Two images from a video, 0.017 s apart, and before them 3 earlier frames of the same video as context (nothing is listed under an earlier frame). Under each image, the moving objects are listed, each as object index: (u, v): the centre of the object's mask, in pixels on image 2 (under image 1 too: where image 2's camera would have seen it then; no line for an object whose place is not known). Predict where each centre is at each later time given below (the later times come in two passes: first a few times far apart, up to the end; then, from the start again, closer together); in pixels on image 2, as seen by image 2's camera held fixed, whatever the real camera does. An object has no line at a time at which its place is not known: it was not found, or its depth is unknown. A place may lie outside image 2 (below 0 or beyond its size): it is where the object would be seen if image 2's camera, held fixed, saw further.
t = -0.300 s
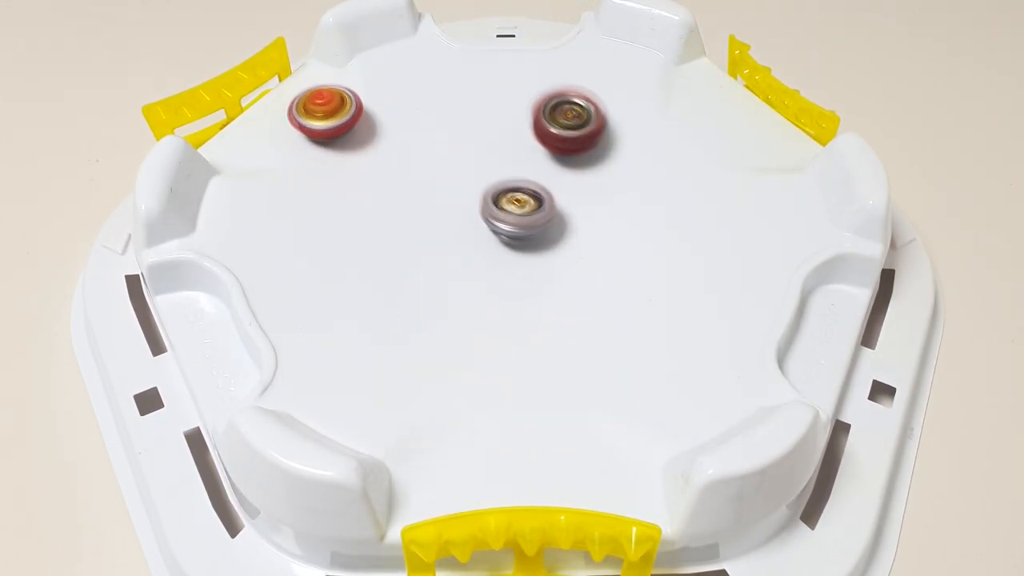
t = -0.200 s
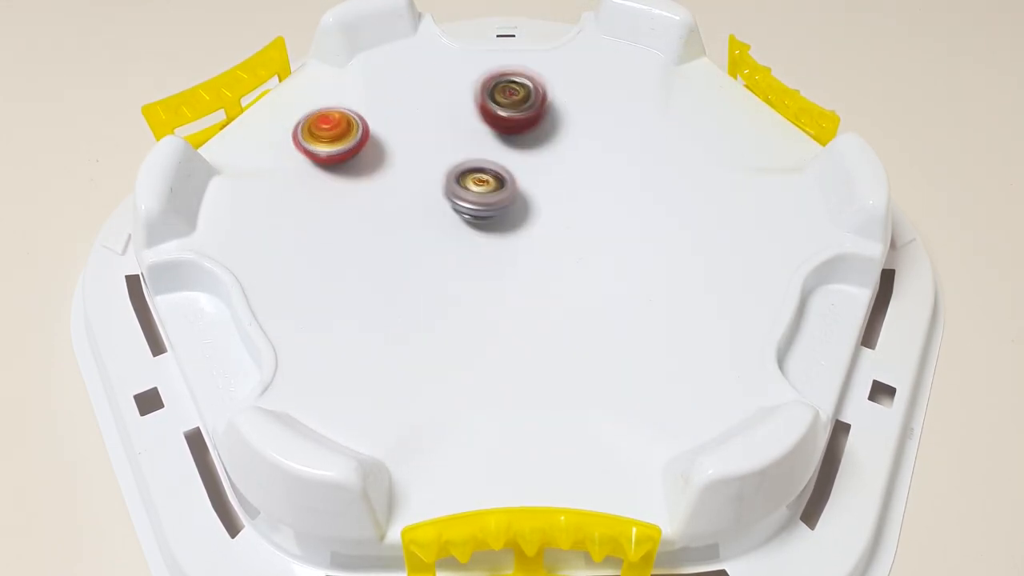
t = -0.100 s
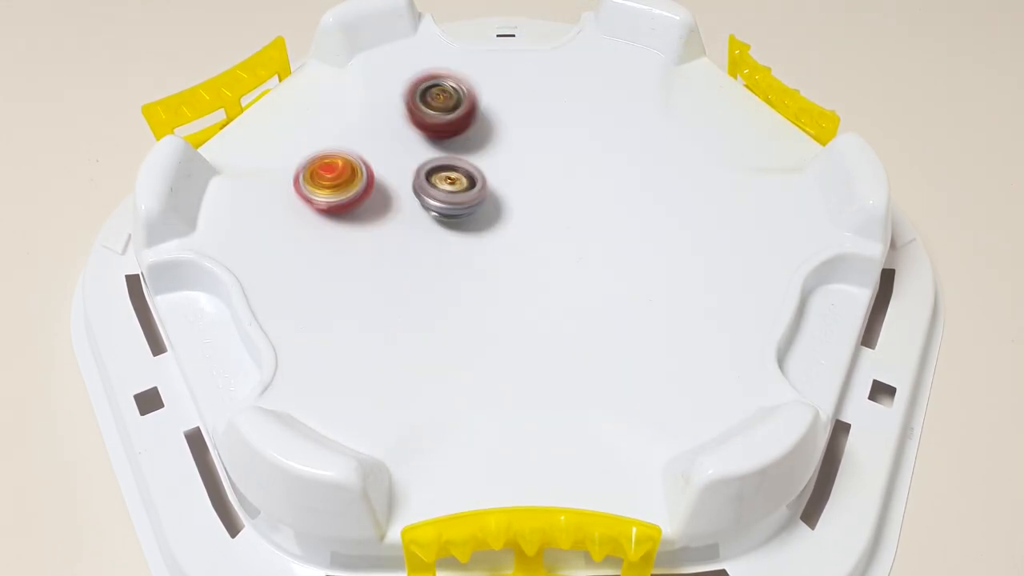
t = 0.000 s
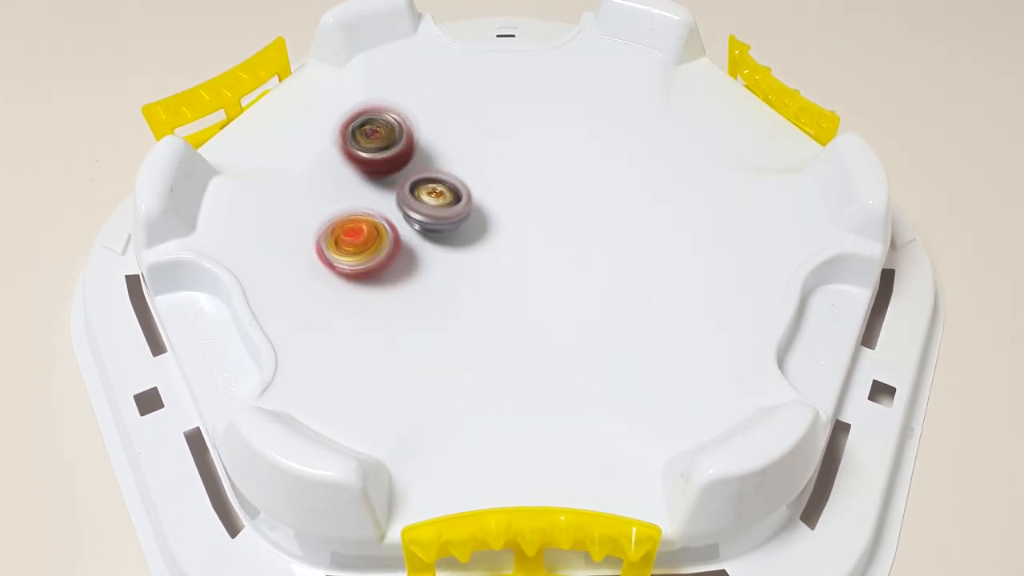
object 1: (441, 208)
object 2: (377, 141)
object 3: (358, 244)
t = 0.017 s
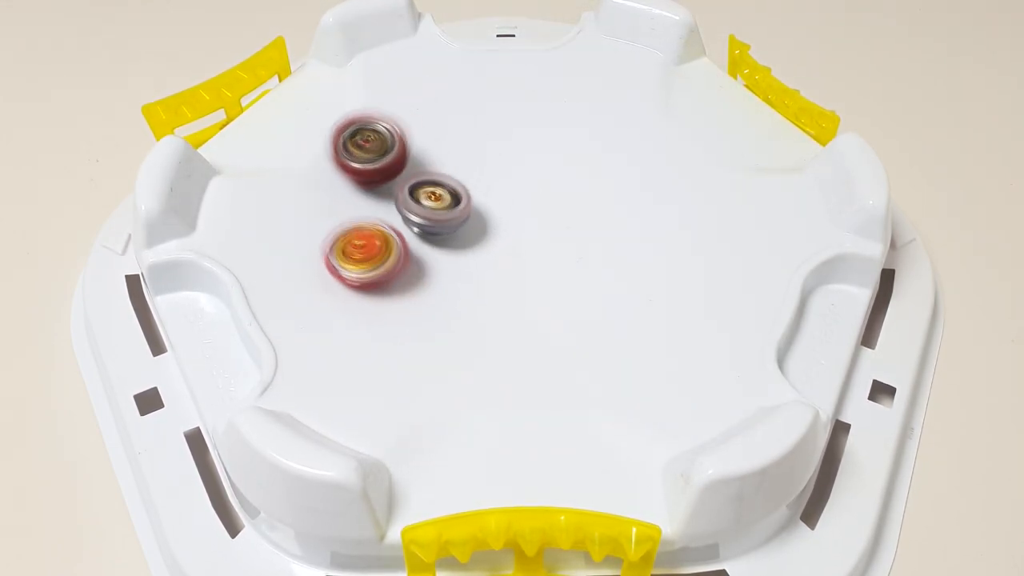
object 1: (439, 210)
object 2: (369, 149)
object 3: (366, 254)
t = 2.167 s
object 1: (500, 218)
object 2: (578, 270)
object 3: (614, 427)
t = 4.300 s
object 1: (639, 268)
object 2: (478, 256)
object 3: (564, 235)
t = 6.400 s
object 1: (617, 260)
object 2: (529, 279)
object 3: (458, 245)
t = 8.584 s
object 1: (558, 167)
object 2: (468, 368)
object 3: (530, 222)
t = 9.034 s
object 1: (571, 274)
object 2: (501, 403)
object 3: (495, 247)
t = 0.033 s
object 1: (440, 213)
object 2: (362, 158)
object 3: (375, 266)
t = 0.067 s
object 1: (442, 220)
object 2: (353, 182)
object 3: (397, 285)
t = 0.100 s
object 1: (446, 226)
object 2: (351, 205)
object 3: (425, 305)
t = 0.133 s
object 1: (451, 232)
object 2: (356, 233)
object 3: (455, 320)
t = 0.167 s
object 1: (456, 237)
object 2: (370, 260)
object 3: (489, 331)
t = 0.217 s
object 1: (467, 243)
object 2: (410, 300)
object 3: (540, 339)
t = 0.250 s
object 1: (474, 247)
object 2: (445, 322)
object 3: (574, 337)
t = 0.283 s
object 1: (479, 251)
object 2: (488, 338)
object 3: (605, 333)
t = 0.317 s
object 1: (485, 253)
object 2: (540, 349)
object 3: (633, 324)
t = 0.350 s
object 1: (490, 254)
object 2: (590, 352)
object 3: (659, 313)
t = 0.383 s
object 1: (495, 254)
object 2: (640, 345)
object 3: (685, 298)
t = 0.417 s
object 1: (498, 253)
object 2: (689, 332)
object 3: (703, 280)
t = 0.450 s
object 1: (502, 252)
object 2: (732, 320)
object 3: (715, 264)
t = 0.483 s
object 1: (503, 250)
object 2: (765, 297)
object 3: (724, 248)
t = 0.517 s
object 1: (505, 246)
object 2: (786, 274)
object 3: (733, 236)
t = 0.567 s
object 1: (510, 239)
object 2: (808, 243)
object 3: (738, 206)
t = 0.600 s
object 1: (512, 234)
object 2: (814, 224)
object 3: (736, 190)
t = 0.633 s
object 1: (514, 230)
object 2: (814, 207)
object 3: (731, 173)
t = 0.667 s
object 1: (514, 226)
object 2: (805, 186)
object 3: (722, 156)
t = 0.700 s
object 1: (516, 223)
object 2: (790, 166)
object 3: (712, 143)
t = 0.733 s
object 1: (516, 220)
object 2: (768, 143)
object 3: (699, 131)
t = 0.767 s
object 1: (516, 218)
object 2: (751, 129)
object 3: (684, 120)
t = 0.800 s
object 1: (517, 214)
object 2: (741, 120)
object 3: (666, 105)
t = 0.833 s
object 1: (517, 212)
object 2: (735, 112)
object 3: (647, 94)
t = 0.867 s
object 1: (517, 209)
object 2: (729, 105)
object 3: (629, 85)
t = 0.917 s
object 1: (516, 208)
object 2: (724, 100)
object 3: (607, 78)
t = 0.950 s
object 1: (514, 208)
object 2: (721, 99)
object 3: (592, 75)
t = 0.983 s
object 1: (513, 208)
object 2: (719, 99)
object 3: (577, 74)
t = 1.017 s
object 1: (511, 208)
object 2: (718, 101)
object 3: (562, 75)
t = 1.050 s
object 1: (509, 208)
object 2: (716, 105)
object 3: (547, 77)
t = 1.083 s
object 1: (507, 208)
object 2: (713, 107)
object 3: (531, 81)
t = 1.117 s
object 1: (506, 209)
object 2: (711, 109)
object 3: (515, 86)
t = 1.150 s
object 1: (505, 209)
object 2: (707, 115)
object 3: (499, 92)
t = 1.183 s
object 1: (504, 209)
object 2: (703, 118)
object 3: (483, 101)
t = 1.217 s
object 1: (504, 209)
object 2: (697, 123)
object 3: (466, 112)
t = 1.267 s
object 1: (505, 208)
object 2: (677, 134)
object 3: (442, 132)
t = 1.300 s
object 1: (506, 208)
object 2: (658, 140)
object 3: (428, 147)
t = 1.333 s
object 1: (509, 207)
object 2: (636, 146)
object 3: (415, 164)
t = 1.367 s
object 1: (512, 207)
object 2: (611, 152)
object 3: (404, 182)
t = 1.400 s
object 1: (515, 207)
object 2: (582, 158)
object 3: (397, 203)
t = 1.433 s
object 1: (495, 212)
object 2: (571, 160)
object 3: (394, 223)
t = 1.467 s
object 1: (467, 216)
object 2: (569, 162)
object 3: (395, 245)
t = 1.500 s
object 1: (462, 214)
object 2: (566, 167)
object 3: (373, 275)
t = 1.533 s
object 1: (465, 210)
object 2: (562, 172)
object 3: (350, 307)
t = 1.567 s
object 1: (470, 209)
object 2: (561, 178)
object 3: (336, 340)
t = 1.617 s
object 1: (477, 211)
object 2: (559, 189)
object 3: (331, 389)
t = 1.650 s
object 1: (479, 211)
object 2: (557, 198)
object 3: (355, 398)
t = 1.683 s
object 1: (478, 211)
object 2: (562, 206)
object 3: (389, 410)
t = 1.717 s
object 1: (477, 212)
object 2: (568, 215)
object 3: (426, 434)
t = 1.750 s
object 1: (479, 215)
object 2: (571, 223)
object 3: (456, 453)
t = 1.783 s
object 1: (481, 217)
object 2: (574, 227)
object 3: (478, 459)
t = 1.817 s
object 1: (483, 220)
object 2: (576, 233)
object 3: (499, 464)
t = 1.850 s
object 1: (486, 221)
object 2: (576, 237)
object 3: (517, 465)
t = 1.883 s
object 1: (488, 223)
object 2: (577, 240)
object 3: (534, 464)
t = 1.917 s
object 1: (490, 223)
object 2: (577, 244)
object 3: (551, 463)
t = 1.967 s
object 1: (493, 225)
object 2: (577, 247)
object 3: (576, 462)
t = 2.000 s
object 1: (495, 226)
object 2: (576, 248)
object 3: (592, 461)
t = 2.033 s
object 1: (496, 227)
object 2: (575, 249)
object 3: (607, 460)
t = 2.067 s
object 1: (498, 228)
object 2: (573, 251)
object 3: (621, 456)
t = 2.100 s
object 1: (499, 228)
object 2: (571, 253)
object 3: (621, 448)
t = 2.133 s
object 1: (500, 226)
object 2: (571, 259)
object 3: (618, 439)
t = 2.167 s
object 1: (500, 218)
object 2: (578, 270)
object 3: (614, 427)
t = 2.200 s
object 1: (499, 211)
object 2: (584, 280)
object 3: (606, 414)
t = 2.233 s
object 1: (499, 206)
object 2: (590, 285)
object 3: (595, 400)
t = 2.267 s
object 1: (499, 204)
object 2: (596, 290)
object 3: (586, 387)
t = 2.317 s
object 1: (500, 202)
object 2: (602, 294)
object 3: (579, 367)
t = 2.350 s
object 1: (500, 202)
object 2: (609, 289)
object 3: (574, 359)
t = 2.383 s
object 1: (501, 201)
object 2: (616, 280)
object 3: (567, 355)
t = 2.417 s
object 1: (502, 201)
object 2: (621, 271)
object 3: (565, 348)
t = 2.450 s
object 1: (503, 200)
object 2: (620, 262)
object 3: (565, 338)
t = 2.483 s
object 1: (504, 200)
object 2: (616, 256)
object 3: (567, 328)
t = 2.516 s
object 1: (505, 200)
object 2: (609, 248)
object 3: (568, 316)
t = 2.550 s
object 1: (506, 200)
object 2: (598, 239)
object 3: (568, 305)
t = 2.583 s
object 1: (506, 199)
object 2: (584, 230)
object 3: (566, 293)
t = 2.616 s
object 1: (504, 198)
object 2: (574, 219)
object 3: (559, 283)
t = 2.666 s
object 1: (491, 189)
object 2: (573, 207)
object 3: (548, 267)
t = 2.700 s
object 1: (484, 184)
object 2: (572, 196)
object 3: (538, 257)
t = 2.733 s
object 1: (478, 181)
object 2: (568, 184)
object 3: (527, 246)
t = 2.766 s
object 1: (473, 178)
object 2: (561, 176)
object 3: (515, 235)
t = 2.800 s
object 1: (470, 172)
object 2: (549, 171)
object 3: (506, 228)
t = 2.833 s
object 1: (463, 163)
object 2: (537, 165)
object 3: (503, 228)
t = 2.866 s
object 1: (452, 151)
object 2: (529, 165)
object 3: (502, 227)
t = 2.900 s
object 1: (441, 140)
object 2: (531, 171)
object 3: (498, 226)
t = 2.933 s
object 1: (432, 133)
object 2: (540, 173)
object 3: (487, 226)
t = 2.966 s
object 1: (428, 128)
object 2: (548, 173)
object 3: (475, 225)
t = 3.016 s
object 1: (426, 129)
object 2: (559, 176)
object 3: (464, 222)
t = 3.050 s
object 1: (427, 131)
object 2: (566, 176)
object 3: (458, 217)
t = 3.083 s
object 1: (429, 134)
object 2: (573, 177)
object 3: (452, 211)
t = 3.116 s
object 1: (432, 137)
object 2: (578, 178)
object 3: (447, 206)
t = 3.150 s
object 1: (434, 139)
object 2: (583, 180)
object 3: (442, 201)
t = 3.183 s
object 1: (440, 141)
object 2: (587, 182)
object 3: (438, 198)
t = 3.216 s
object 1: (447, 138)
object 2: (589, 185)
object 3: (436, 201)
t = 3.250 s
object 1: (456, 135)
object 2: (591, 188)
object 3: (435, 203)
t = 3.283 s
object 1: (464, 135)
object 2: (591, 191)
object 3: (436, 205)
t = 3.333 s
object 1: (475, 137)
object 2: (592, 196)
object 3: (439, 205)
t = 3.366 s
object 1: (483, 141)
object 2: (591, 200)
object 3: (441, 204)
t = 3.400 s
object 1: (491, 145)
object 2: (589, 205)
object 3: (443, 200)
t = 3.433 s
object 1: (500, 149)
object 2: (586, 210)
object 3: (447, 197)
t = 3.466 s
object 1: (510, 154)
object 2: (583, 216)
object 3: (451, 194)
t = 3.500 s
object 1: (522, 159)
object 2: (580, 222)
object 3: (454, 193)
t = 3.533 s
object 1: (535, 162)
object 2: (577, 230)
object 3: (458, 192)
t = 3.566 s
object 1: (550, 163)
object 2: (574, 236)
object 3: (464, 191)
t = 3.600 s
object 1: (563, 165)
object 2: (570, 242)
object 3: (469, 190)
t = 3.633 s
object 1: (577, 166)
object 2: (567, 246)
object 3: (476, 190)
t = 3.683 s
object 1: (596, 169)
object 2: (562, 253)
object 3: (487, 191)
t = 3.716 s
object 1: (609, 170)
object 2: (558, 258)
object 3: (493, 192)
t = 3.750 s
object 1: (620, 172)
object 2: (554, 263)
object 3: (501, 193)
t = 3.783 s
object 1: (631, 174)
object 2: (550, 266)
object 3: (509, 194)
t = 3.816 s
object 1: (640, 177)
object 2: (545, 269)
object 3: (517, 196)
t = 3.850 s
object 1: (647, 180)
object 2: (541, 271)
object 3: (524, 198)
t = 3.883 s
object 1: (653, 185)
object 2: (536, 273)
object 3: (532, 199)
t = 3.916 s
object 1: (657, 189)
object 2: (531, 275)
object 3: (539, 201)
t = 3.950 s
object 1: (660, 194)
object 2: (526, 276)
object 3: (546, 204)
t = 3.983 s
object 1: (661, 198)
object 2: (521, 276)
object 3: (552, 206)
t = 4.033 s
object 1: (659, 207)
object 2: (514, 275)
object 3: (561, 211)
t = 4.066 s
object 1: (654, 212)
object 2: (509, 274)
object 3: (566, 215)
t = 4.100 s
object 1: (651, 218)
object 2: (504, 273)
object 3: (570, 218)
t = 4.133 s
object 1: (652, 227)
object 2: (500, 271)
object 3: (568, 219)
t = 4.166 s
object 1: (653, 235)
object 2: (495, 269)
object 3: (568, 221)
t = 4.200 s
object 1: (652, 243)
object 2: (490, 266)
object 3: (568, 225)
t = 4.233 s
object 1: (649, 252)
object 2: (485, 263)
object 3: (568, 229)
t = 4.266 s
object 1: (644, 260)
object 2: (482, 260)
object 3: (567, 231)
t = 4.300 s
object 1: (639, 268)
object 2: (478, 256)
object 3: (564, 235)
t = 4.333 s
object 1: (631, 276)
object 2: (475, 253)
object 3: (562, 238)
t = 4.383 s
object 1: (617, 287)
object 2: (470, 247)
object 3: (556, 243)
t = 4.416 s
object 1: (606, 293)
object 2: (466, 243)
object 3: (552, 246)
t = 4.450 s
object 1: (595, 300)
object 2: (462, 238)
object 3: (547, 249)
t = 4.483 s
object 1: (582, 305)
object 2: (459, 234)
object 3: (542, 252)
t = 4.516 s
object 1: (568, 311)
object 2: (457, 229)
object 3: (536, 254)
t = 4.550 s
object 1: (553, 315)
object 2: (455, 224)
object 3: (531, 257)
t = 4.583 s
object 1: (538, 318)
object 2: (454, 221)
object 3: (524, 259)
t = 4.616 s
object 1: (523, 320)
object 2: (455, 217)
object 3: (518, 260)
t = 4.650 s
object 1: (508, 321)
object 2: (456, 214)
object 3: (512, 262)
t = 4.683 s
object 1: (493, 322)
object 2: (457, 210)
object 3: (506, 262)
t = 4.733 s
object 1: (471, 321)
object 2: (458, 204)
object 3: (496, 263)
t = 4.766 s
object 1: (458, 319)
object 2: (459, 201)
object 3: (490, 263)
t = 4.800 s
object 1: (445, 315)
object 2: (460, 196)
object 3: (483, 262)
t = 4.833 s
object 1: (433, 311)
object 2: (462, 193)
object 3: (477, 262)
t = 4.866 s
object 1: (423, 306)
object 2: (465, 190)
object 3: (472, 260)
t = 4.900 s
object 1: (413, 299)
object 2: (468, 187)
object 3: (467, 258)
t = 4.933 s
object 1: (406, 293)
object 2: (471, 185)
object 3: (463, 256)
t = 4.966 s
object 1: (399, 286)
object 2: (475, 184)
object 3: (459, 253)
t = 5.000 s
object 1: (394, 278)
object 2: (479, 184)
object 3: (457, 251)
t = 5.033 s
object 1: (391, 270)
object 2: (485, 183)
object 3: (455, 248)
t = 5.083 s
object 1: (386, 258)
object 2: (494, 183)
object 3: (456, 243)
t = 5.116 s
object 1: (384, 250)
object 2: (498, 183)
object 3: (457, 240)
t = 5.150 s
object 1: (383, 241)
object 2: (504, 183)
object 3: (457, 237)
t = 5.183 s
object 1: (385, 232)
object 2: (511, 182)
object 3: (460, 234)
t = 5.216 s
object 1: (386, 223)
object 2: (517, 182)
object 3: (463, 231)
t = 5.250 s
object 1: (390, 214)
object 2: (523, 182)
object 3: (466, 228)
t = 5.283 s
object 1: (394, 206)
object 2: (531, 181)
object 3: (469, 226)
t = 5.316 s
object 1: (398, 197)
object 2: (539, 179)
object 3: (472, 225)
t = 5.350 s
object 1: (404, 187)
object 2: (545, 179)
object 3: (478, 223)
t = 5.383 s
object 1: (411, 180)
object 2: (550, 177)
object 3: (483, 222)
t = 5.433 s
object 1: (424, 170)
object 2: (557, 177)
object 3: (492, 220)
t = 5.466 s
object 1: (433, 163)
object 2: (560, 177)
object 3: (495, 219)
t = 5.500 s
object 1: (442, 158)
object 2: (567, 176)
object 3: (495, 220)
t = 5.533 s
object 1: (453, 153)
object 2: (572, 177)
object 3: (497, 221)
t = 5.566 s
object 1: (463, 150)
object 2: (576, 178)
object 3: (499, 223)
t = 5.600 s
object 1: (473, 147)
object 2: (579, 178)
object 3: (502, 224)
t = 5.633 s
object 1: (485, 144)
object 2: (581, 182)
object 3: (504, 225)
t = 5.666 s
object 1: (495, 142)
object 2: (582, 184)
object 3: (507, 227)
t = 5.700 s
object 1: (506, 141)
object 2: (583, 188)
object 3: (509, 228)
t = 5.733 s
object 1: (518, 139)
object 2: (582, 192)
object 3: (512, 230)
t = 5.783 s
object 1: (534, 138)
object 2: (583, 198)
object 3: (513, 233)
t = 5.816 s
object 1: (544, 139)
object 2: (585, 204)
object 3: (511, 235)
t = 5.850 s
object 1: (555, 141)
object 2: (583, 211)
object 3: (509, 238)
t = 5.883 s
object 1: (565, 144)
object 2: (583, 217)
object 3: (503, 241)
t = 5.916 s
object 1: (575, 148)
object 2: (584, 224)
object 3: (499, 243)
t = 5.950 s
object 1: (584, 153)
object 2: (584, 229)
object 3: (494, 246)
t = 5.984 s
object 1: (593, 157)
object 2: (582, 234)
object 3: (489, 247)
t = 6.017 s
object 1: (601, 163)
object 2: (579, 238)
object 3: (486, 249)
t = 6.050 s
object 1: (609, 170)
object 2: (576, 243)
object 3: (482, 251)
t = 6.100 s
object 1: (618, 181)
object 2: (570, 249)
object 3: (477, 253)
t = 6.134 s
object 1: (622, 189)
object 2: (565, 254)
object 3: (474, 254)
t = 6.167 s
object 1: (626, 197)
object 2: (560, 256)
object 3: (472, 255)
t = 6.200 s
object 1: (630, 206)
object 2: (555, 260)
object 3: (471, 256)
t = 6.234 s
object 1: (631, 215)
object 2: (549, 263)
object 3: (469, 256)
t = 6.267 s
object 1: (631, 224)
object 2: (544, 266)
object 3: (467, 255)
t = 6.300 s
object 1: (630, 233)
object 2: (541, 270)
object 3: (464, 253)
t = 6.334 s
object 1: (627, 242)
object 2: (536, 274)
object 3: (461, 250)
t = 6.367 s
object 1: (623, 252)
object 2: (533, 276)
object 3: (459, 248)
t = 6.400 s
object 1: (617, 260)
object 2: (529, 279)
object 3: (458, 245)
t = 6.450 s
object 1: (616, 272)
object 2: (515, 278)
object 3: (456, 239)
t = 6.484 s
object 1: (629, 276)
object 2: (492, 277)
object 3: (454, 233)
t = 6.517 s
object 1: (636, 281)
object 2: (473, 278)
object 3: (458, 226)
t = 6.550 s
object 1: (636, 286)
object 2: (458, 280)
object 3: (462, 222)
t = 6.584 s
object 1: (632, 290)
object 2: (446, 281)
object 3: (466, 219)
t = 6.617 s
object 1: (626, 294)
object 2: (436, 281)
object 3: (470, 216)
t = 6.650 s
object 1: (618, 297)
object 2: (429, 281)
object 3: (473, 213)
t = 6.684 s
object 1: (609, 300)
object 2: (423, 279)
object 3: (478, 210)
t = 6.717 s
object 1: (598, 302)
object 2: (419, 277)
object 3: (482, 207)
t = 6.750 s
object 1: (585, 303)
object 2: (419, 273)
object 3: (489, 205)
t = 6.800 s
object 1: (565, 303)
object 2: (420, 268)
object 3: (497, 203)
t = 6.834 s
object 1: (552, 302)
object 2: (421, 264)
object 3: (504, 203)
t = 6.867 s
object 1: (538, 300)
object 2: (422, 259)
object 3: (509, 201)
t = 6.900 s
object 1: (527, 297)
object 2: (426, 254)
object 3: (517, 202)
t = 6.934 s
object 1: (515, 293)
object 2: (429, 247)
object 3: (522, 202)
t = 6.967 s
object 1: (505, 288)
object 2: (430, 238)
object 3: (528, 202)
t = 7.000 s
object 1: (498, 283)
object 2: (431, 226)
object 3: (534, 204)
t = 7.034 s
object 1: (492, 279)
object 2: (430, 214)
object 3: (539, 205)
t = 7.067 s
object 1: (487, 274)
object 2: (430, 202)
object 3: (543, 208)
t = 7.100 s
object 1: (481, 268)
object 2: (433, 191)
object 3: (548, 210)
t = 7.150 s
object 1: (476, 259)
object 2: (436, 174)
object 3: (553, 215)
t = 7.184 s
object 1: (473, 252)
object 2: (439, 164)
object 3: (556, 218)
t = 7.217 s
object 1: (470, 244)
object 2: (441, 155)
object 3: (558, 222)
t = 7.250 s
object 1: (468, 236)
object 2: (446, 148)
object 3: (559, 225)
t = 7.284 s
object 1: (467, 229)
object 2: (450, 142)
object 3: (560, 230)
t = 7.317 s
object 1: (467, 220)
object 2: (455, 137)
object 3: (560, 233)
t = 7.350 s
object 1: (467, 212)
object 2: (462, 134)
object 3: (559, 237)
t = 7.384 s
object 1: (469, 205)
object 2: (467, 130)
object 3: (557, 241)
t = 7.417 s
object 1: (466, 205)
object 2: (480, 125)
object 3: (555, 245)
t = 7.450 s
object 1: (461, 213)
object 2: (495, 111)
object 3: (551, 249)
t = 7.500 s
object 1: (456, 225)
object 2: (518, 91)
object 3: (545, 254)
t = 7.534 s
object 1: (455, 231)
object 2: (532, 79)
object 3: (540, 256)
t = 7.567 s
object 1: (454, 236)
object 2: (547, 69)
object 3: (535, 259)
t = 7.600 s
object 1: (455, 238)
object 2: (560, 59)
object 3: (529, 261)
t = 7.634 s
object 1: (456, 241)
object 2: (572, 52)
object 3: (524, 263)
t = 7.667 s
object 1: (454, 241)
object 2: (586, 44)
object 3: (524, 265)
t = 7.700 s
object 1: (456, 240)
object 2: (597, 39)
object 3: (522, 268)
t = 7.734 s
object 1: (455, 240)
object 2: (609, 36)
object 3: (521, 270)
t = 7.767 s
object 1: (456, 239)
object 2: (617, 36)
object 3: (520, 271)
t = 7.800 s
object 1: (458, 238)
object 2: (625, 34)
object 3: (520, 273)
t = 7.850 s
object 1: (460, 238)
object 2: (633, 34)
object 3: (520, 275)
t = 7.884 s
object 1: (462, 238)
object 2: (639, 37)
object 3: (519, 275)
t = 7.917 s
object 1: (464, 236)
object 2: (644, 42)
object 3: (519, 276)
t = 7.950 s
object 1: (466, 232)
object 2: (647, 49)
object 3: (517, 275)
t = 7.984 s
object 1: (467, 226)
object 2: (648, 57)
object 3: (515, 273)
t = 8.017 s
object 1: (468, 221)
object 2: (648, 68)
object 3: (512, 271)
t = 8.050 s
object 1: (468, 213)
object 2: (647, 83)
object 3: (510, 268)
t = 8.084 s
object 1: (468, 206)
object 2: (645, 98)
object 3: (507, 265)
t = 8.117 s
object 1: (469, 200)
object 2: (640, 115)
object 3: (504, 260)
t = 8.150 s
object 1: (471, 193)
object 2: (635, 135)
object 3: (502, 254)
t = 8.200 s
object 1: (476, 186)
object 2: (622, 167)
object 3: (502, 247)
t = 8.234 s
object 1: (481, 179)
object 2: (608, 189)
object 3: (502, 242)
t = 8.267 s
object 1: (487, 174)
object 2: (596, 210)
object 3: (503, 237)
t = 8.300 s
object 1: (493, 171)
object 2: (581, 234)
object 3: (506, 234)
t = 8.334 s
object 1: (499, 167)
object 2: (567, 254)
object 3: (506, 228)
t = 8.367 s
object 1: (505, 164)
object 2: (553, 275)
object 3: (510, 225)
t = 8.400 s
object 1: (511, 163)
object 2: (539, 293)
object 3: (515, 223)
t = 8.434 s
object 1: (520, 162)
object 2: (525, 309)
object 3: (518, 223)
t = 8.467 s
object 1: (530, 161)
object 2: (511, 323)
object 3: (520, 224)
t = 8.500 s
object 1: (538, 161)
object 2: (500, 336)
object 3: (522, 223)
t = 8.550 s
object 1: (550, 163)
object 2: (480, 358)
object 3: (527, 221)
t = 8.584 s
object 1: (558, 167)
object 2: (468, 368)
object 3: (530, 222)
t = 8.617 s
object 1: (566, 171)
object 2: (455, 380)
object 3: (532, 224)
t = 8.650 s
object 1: (572, 175)
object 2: (444, 390)
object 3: (531, 226)
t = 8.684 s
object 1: (581, 181)
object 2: (431, 402)
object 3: (531, 230)
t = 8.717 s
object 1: (586, 188)
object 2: (420, 420)
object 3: (530, 232)
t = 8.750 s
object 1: (592, 195)
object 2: (419, 438)
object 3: (529, 235)
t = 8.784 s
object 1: (596, 203)
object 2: (431, 460)
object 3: (526, 238)
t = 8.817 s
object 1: (599, 213)
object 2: (437, 460)
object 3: (523, 240)
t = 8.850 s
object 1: (599, 223)
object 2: (453, 456)
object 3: (520, 243)
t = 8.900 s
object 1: (597, 237)
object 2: (470, 449)
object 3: (513, 245)
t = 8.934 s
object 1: (594, 247)
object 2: (474, 438)
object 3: (508, 247)
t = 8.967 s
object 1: (588, 257)
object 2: (486, 424)
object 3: (504, 248)
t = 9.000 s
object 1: (581, 266)
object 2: (497, 417)
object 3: (499, 248)
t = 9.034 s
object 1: (571, 274)
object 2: (501, 403)
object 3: (495, 247)
